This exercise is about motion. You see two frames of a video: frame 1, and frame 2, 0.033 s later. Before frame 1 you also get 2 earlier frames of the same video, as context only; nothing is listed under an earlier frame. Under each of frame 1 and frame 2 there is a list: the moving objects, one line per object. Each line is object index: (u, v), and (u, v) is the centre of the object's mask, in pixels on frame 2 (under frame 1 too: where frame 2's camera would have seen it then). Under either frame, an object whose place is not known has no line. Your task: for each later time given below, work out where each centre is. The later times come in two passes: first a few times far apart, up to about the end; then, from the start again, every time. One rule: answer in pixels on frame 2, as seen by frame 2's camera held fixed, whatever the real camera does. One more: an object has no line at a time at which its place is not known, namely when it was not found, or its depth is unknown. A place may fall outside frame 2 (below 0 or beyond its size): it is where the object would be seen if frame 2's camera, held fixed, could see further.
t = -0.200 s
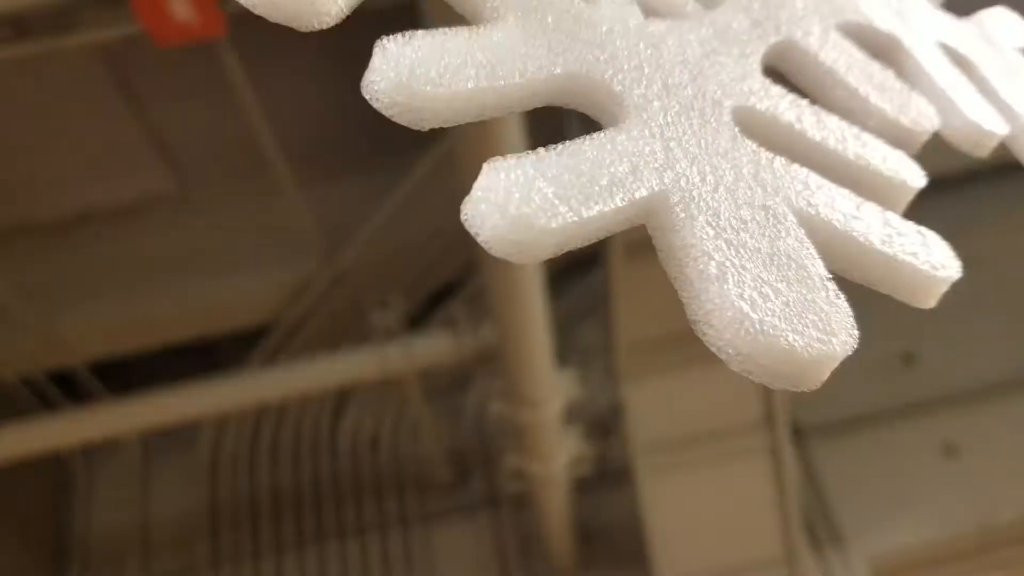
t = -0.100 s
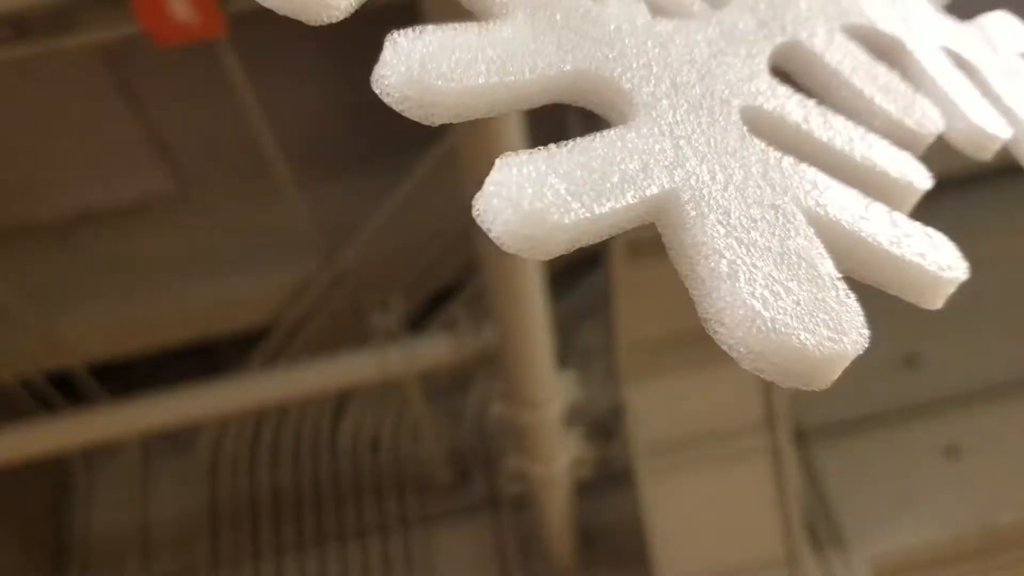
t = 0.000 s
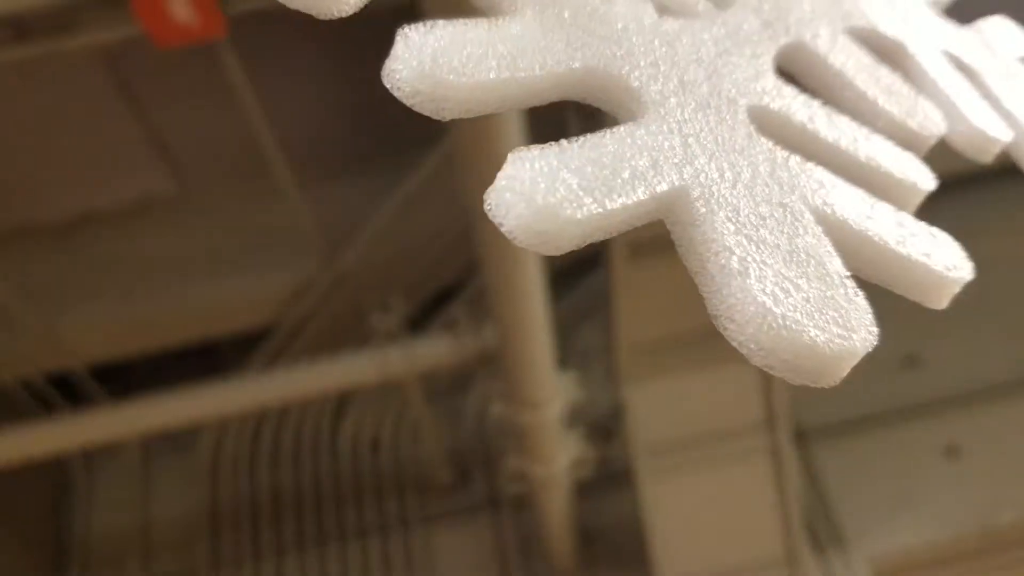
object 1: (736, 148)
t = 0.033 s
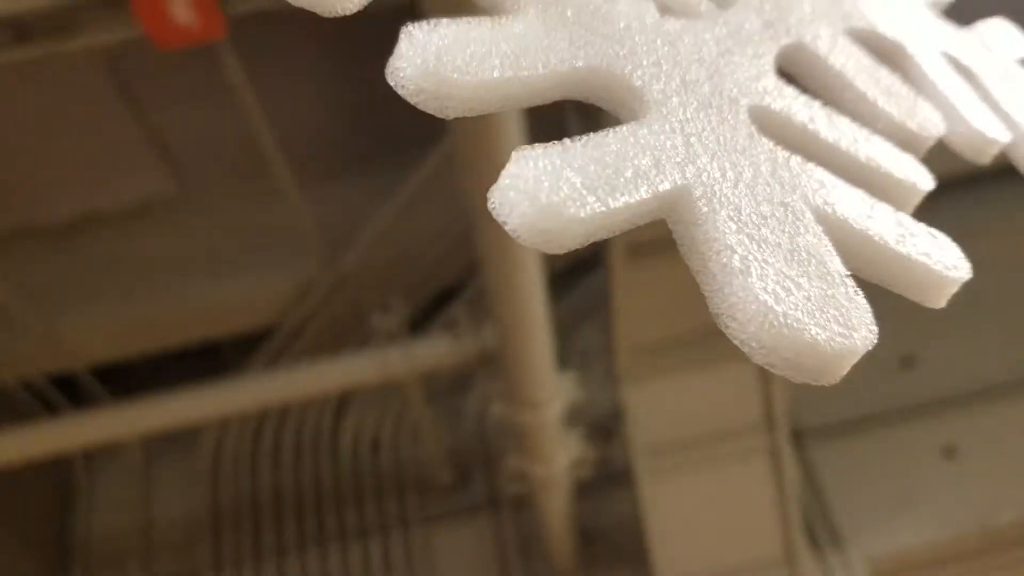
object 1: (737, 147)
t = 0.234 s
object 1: (735, 145)
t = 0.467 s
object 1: (740, 132)
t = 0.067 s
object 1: (737, 146)
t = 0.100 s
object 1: (738, 146)
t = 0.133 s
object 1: (740, 145)
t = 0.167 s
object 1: (741, 144)
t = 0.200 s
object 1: (742, 144)
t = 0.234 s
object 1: (735, 145)
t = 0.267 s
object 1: (735, 144)
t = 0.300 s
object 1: (737, 142)
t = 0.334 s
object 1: (739, 139)
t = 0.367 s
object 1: (740, 138)
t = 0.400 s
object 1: (741, 134)
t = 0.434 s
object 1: (740, 133)
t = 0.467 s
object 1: (740, 132)
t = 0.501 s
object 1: (739, 131)
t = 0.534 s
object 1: (737, 132)
